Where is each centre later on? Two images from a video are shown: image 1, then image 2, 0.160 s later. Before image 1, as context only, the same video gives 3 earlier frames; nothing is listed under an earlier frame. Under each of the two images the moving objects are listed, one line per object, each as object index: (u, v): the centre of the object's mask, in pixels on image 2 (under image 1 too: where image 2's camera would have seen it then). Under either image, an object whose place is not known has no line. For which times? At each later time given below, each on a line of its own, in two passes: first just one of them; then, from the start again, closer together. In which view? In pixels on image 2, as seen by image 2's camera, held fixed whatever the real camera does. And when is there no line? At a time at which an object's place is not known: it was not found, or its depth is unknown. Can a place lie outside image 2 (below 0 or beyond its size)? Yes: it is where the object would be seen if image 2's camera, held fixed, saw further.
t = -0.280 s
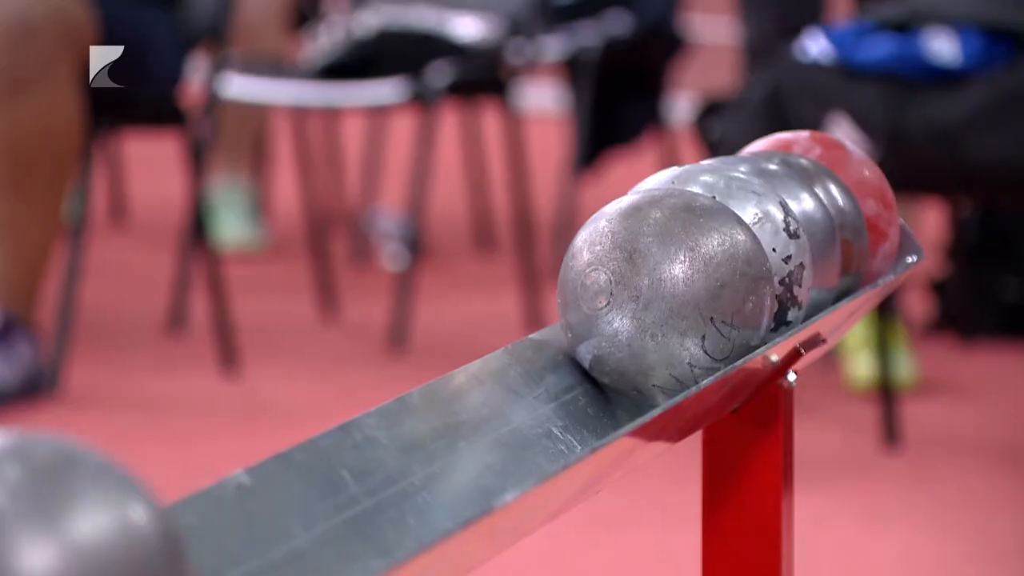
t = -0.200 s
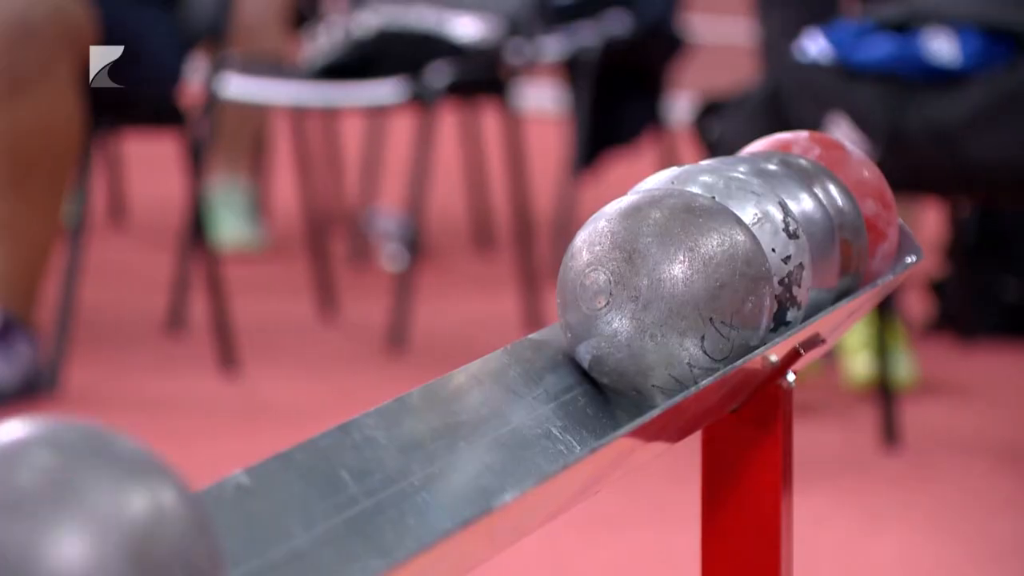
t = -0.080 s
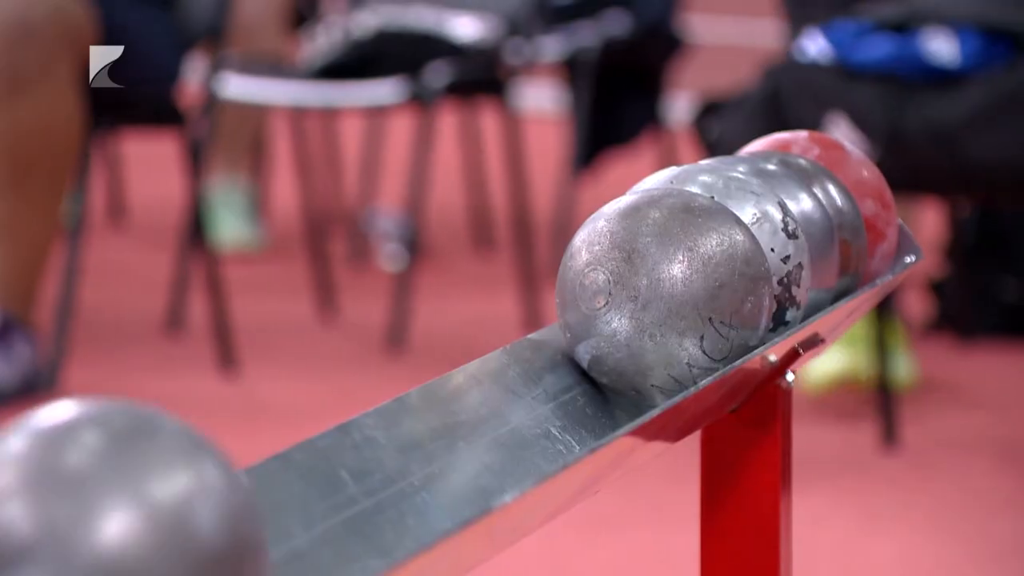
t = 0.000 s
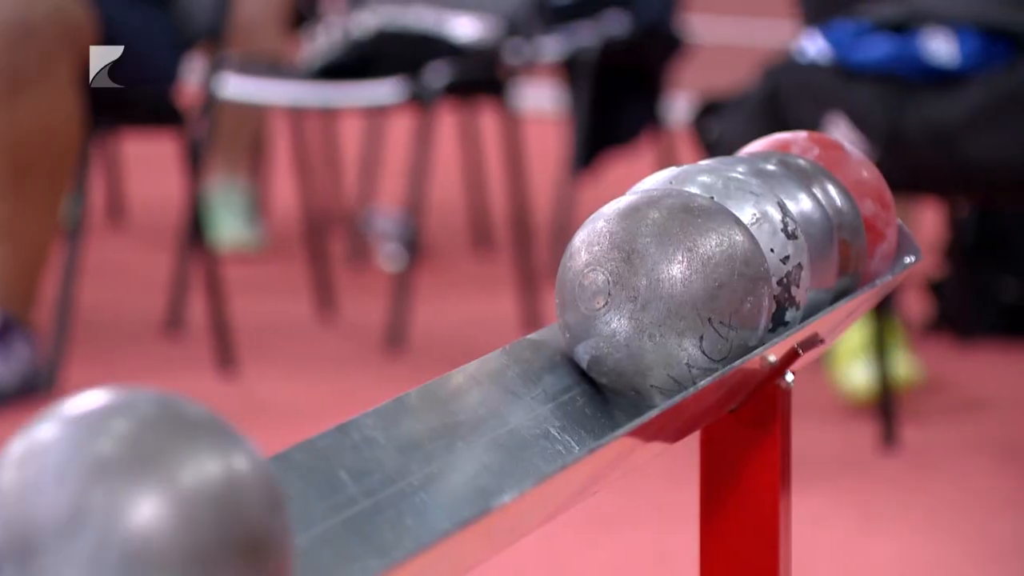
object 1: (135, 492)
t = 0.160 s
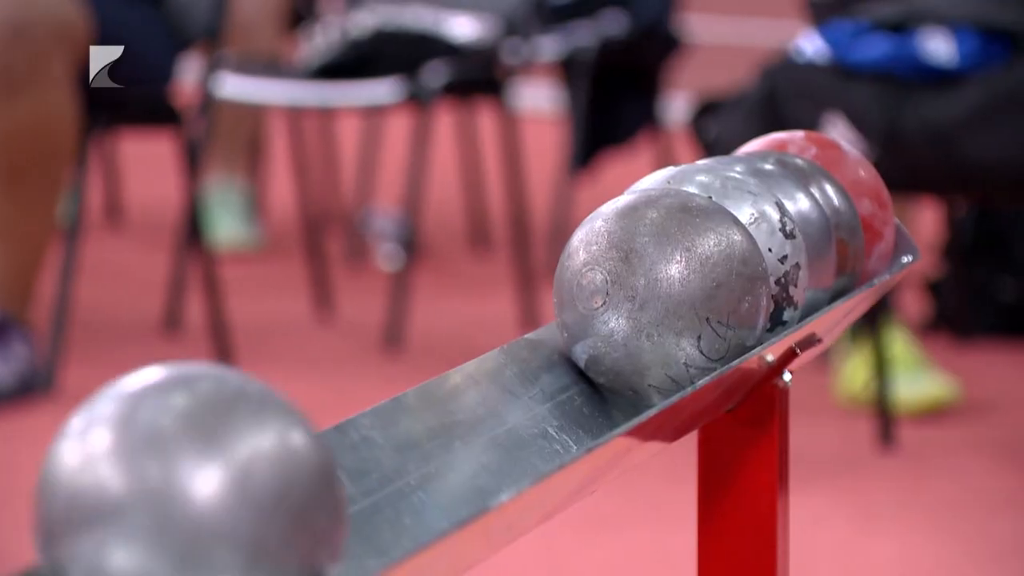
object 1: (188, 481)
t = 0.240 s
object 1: (219, 475)
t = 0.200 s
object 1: (203, 477)
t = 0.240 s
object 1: (219, 475)
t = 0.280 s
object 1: (233, 471)
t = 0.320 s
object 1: (245, 469)
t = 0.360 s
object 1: (260, 465)
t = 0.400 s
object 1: (272, 463)
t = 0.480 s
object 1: (298, 456)
